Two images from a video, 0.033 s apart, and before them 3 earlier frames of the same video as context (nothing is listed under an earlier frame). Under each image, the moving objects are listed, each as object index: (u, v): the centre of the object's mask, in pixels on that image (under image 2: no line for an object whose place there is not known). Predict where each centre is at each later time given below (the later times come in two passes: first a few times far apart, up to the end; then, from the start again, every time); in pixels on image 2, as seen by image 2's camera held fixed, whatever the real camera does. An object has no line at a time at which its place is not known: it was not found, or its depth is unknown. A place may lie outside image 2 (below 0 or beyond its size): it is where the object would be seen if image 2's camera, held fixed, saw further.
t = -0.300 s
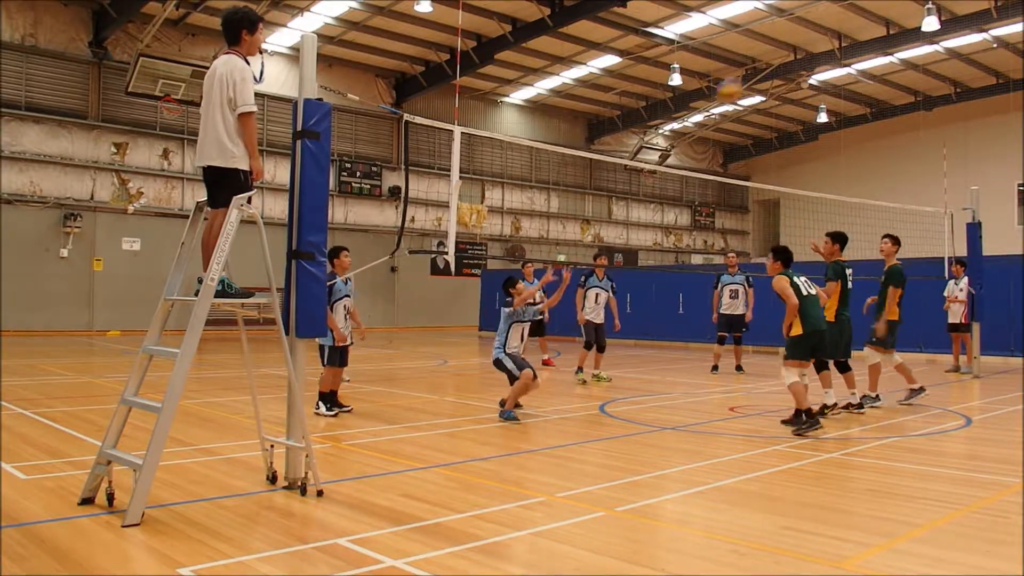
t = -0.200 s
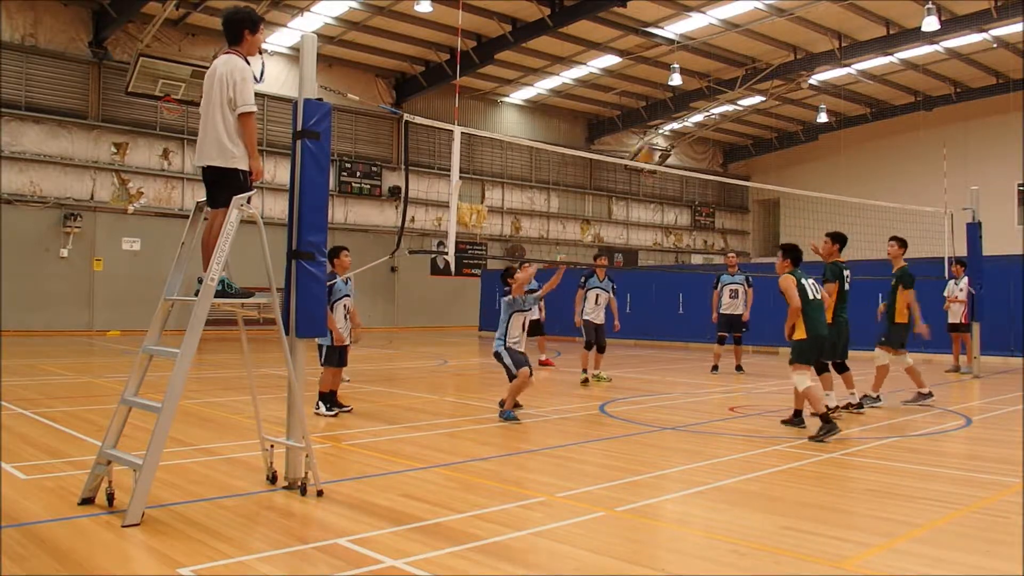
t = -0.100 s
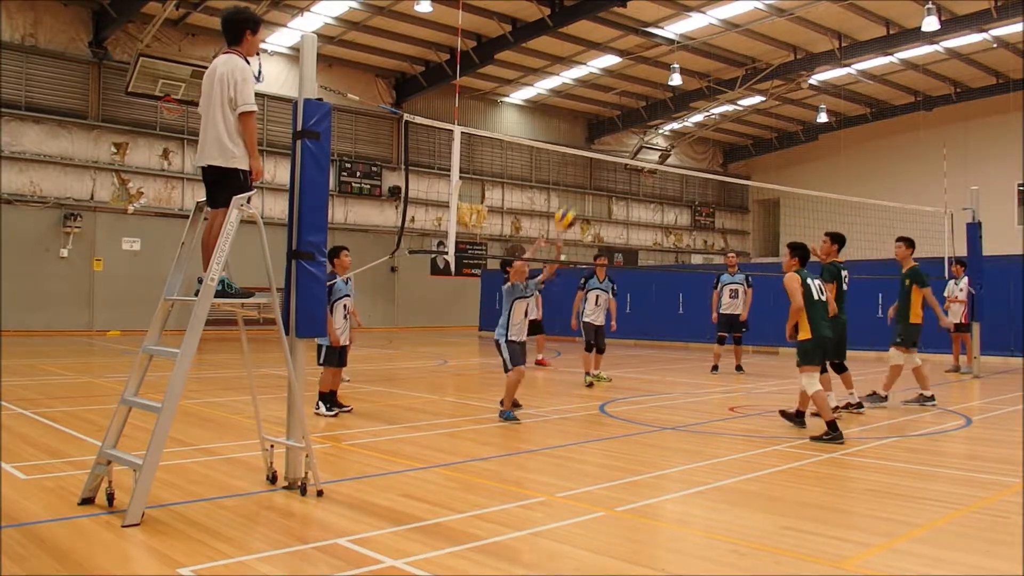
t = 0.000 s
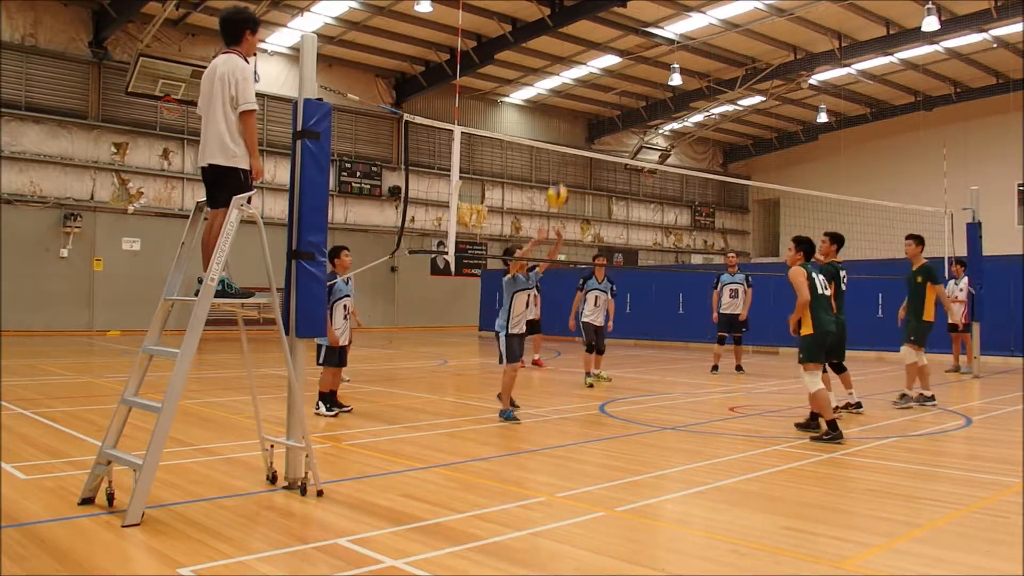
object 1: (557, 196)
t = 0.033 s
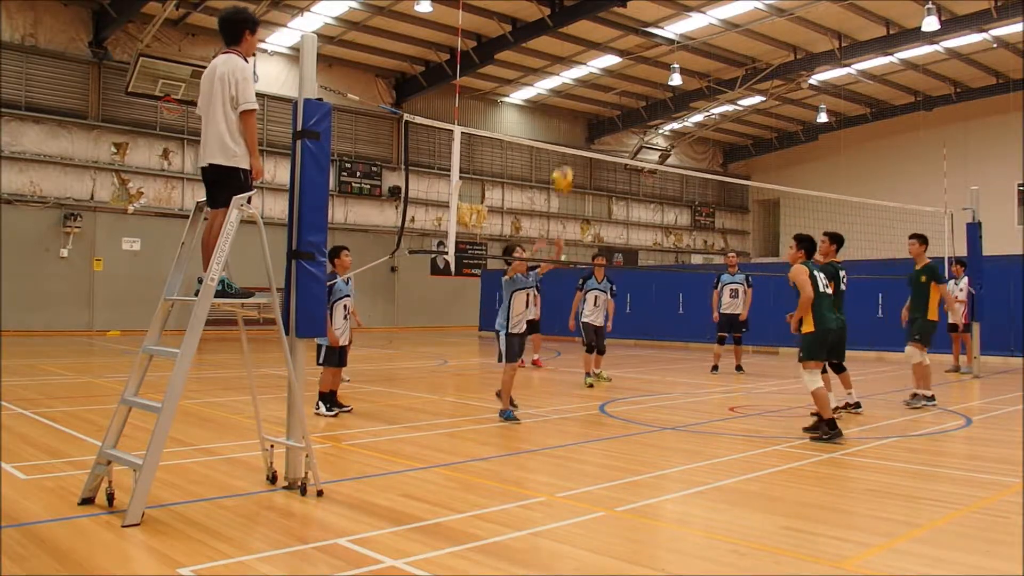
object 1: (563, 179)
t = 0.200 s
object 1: (592, 103)
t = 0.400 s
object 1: (628, 43)
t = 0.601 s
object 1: (672, 28)
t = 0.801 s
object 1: (724, 66)
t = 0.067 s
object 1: (568, 162)
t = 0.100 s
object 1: (575, 142)
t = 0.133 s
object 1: (580, 131)
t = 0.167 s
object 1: (586, 116)
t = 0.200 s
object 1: (592, 103)
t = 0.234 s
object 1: (598, 89)
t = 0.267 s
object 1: (603, 79)
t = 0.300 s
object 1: (608, 69)
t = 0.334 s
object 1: (615, 57)
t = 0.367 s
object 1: (622, 50)
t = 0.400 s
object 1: (628, 43)
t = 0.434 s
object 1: (635, 38)
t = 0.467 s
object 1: (642, 33)
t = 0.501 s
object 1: (649, 29)
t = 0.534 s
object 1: (656, 28)
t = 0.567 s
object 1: (664, 27)
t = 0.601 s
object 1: (672, 28)
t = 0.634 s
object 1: (680, 30)
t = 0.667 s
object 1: (688, 35)
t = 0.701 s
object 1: (697, 40)
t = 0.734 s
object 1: (705, 46)
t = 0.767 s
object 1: (714, 55)
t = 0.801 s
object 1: (724, 66)
